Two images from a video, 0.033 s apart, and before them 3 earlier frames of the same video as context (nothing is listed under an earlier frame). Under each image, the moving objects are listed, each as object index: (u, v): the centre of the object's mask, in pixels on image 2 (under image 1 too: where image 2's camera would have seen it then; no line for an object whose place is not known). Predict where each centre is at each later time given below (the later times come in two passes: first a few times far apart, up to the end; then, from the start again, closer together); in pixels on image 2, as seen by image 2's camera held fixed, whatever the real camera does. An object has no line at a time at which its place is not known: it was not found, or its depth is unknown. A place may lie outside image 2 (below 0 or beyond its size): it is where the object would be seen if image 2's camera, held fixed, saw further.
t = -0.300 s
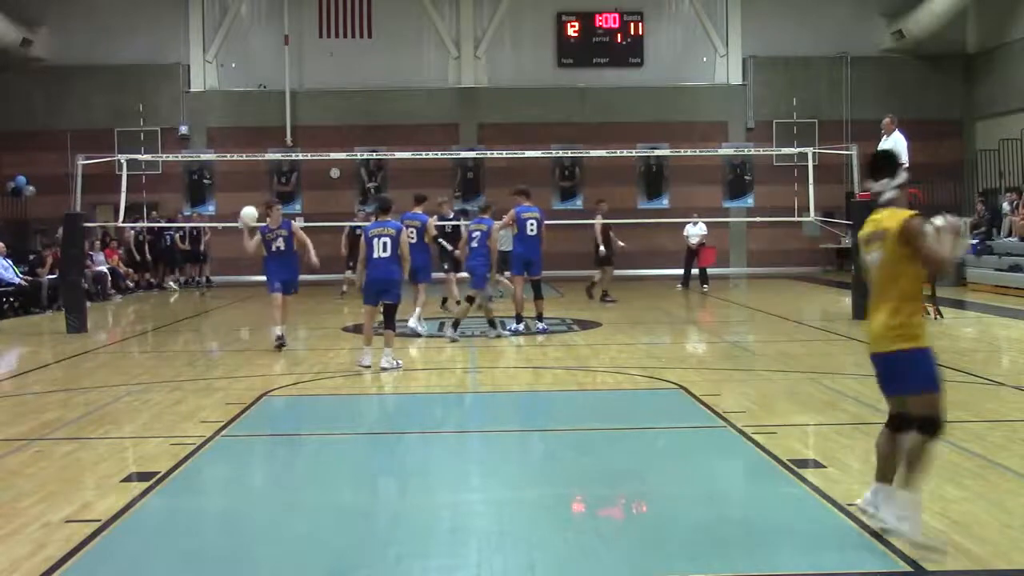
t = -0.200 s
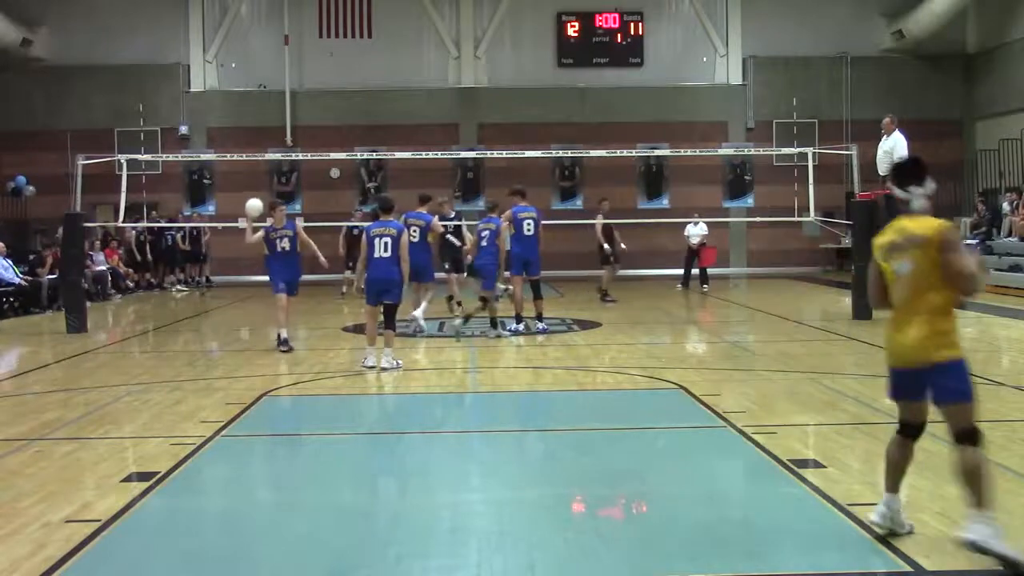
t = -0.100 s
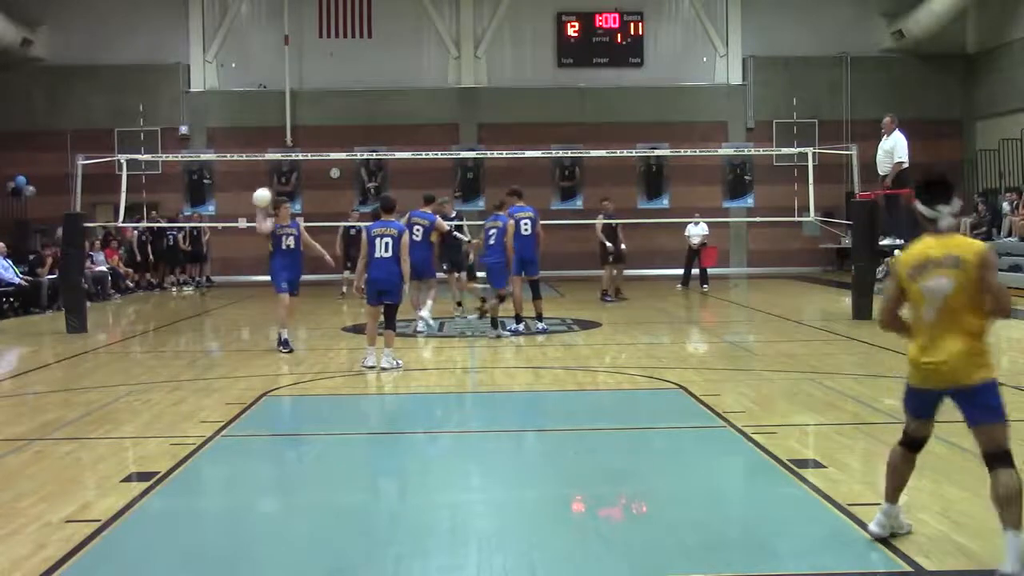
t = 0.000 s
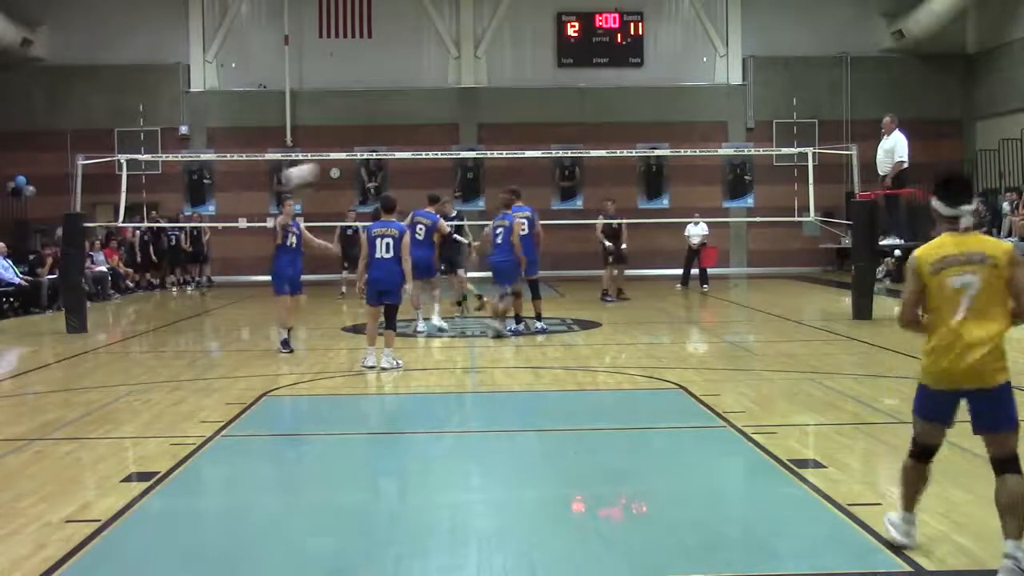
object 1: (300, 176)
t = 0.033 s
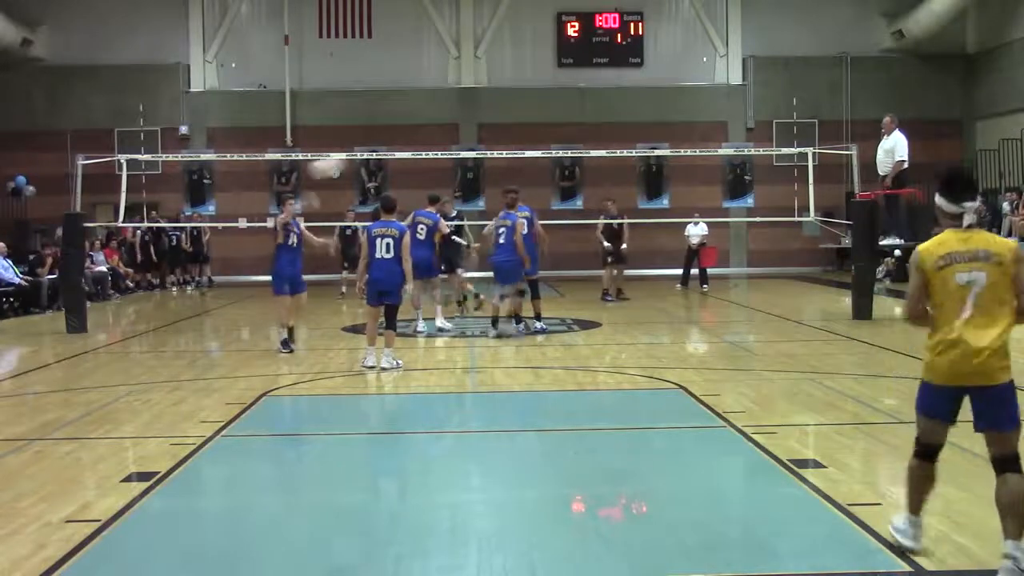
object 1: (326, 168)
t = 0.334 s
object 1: (607, 142)
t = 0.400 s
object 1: (679, 149)
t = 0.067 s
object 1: (354, 162)
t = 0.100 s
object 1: (384, 155)
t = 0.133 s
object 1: (416, 147)
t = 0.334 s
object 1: (607, 142)
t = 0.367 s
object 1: (642, 143)
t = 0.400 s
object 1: (679, 149)
